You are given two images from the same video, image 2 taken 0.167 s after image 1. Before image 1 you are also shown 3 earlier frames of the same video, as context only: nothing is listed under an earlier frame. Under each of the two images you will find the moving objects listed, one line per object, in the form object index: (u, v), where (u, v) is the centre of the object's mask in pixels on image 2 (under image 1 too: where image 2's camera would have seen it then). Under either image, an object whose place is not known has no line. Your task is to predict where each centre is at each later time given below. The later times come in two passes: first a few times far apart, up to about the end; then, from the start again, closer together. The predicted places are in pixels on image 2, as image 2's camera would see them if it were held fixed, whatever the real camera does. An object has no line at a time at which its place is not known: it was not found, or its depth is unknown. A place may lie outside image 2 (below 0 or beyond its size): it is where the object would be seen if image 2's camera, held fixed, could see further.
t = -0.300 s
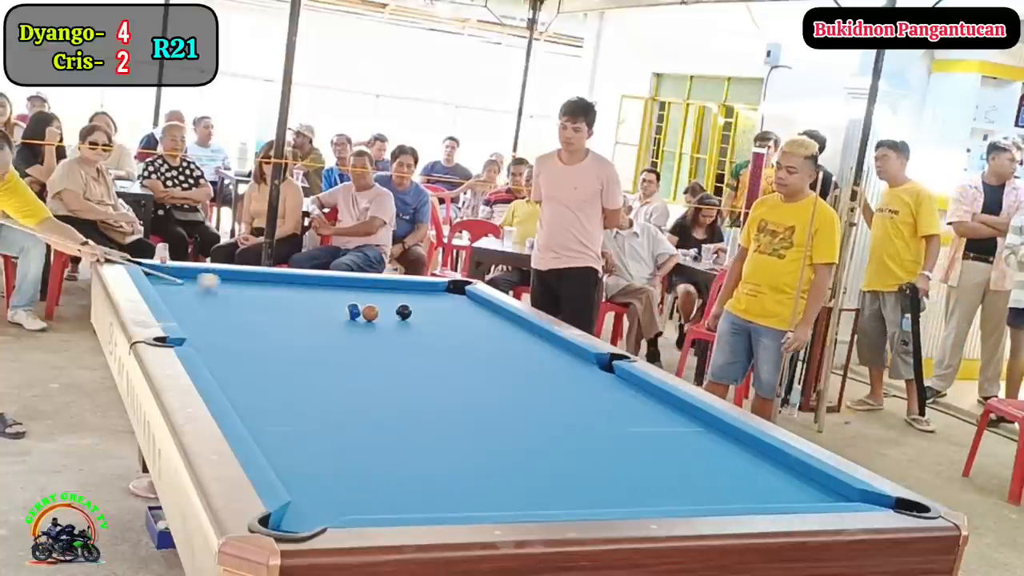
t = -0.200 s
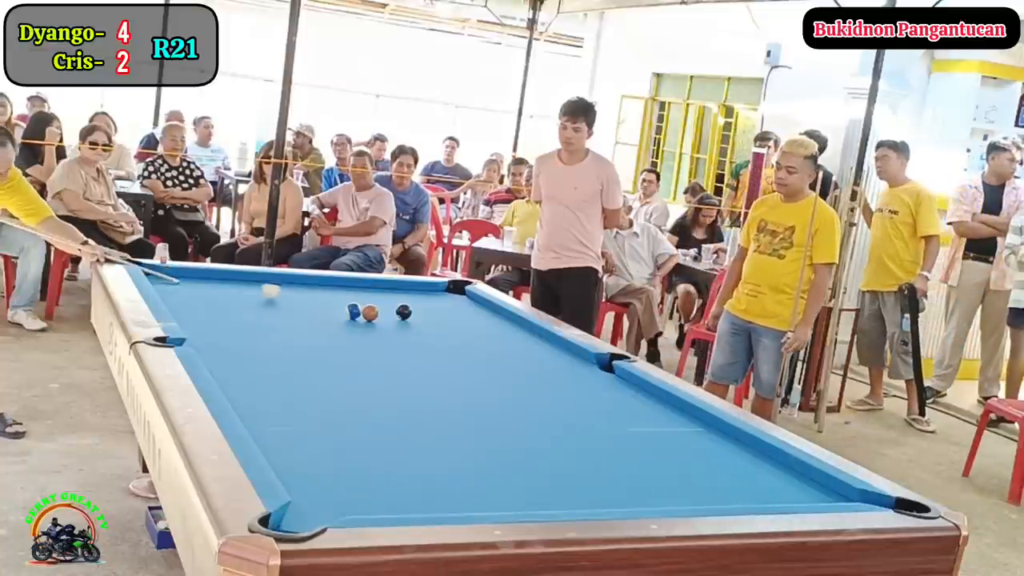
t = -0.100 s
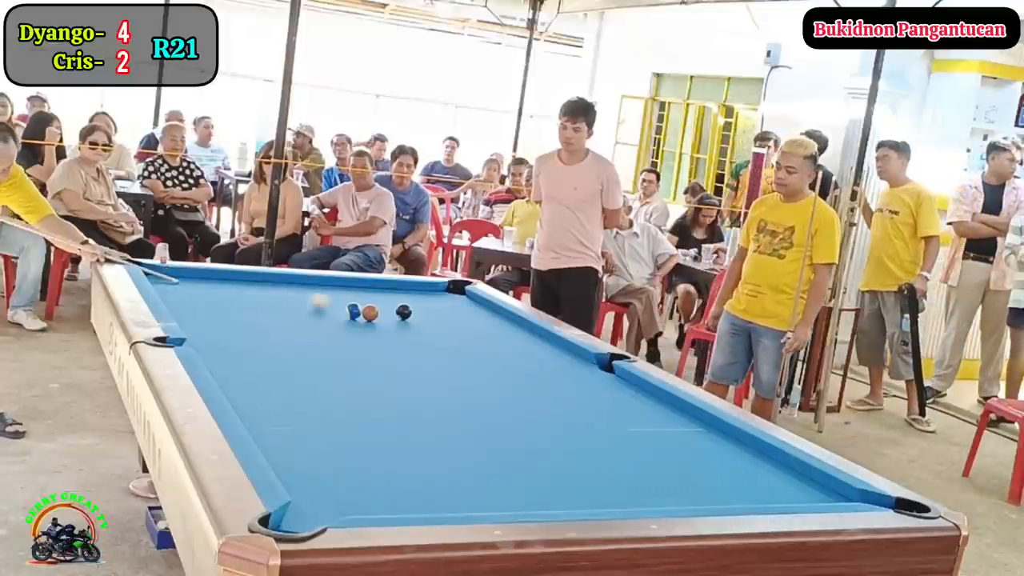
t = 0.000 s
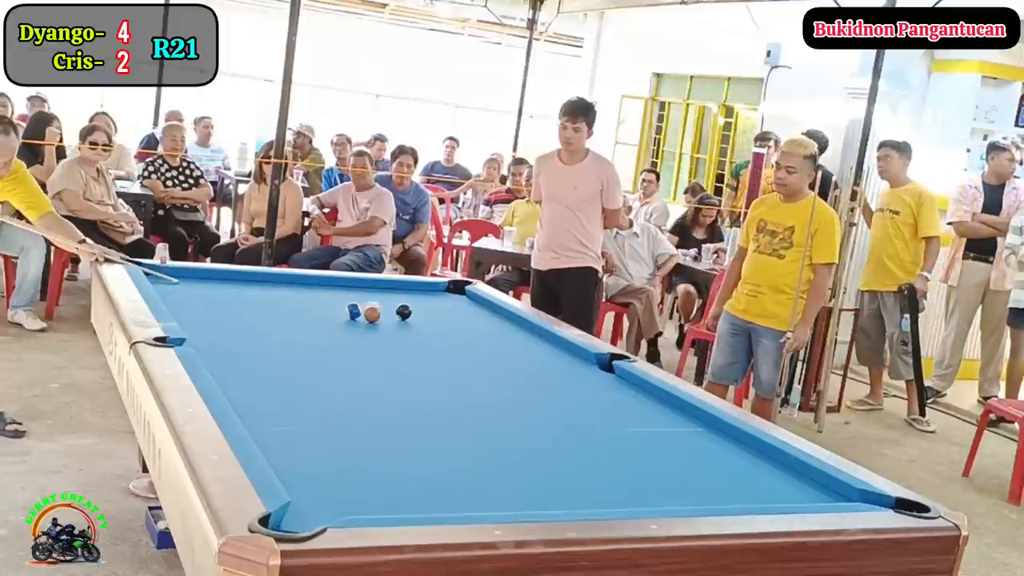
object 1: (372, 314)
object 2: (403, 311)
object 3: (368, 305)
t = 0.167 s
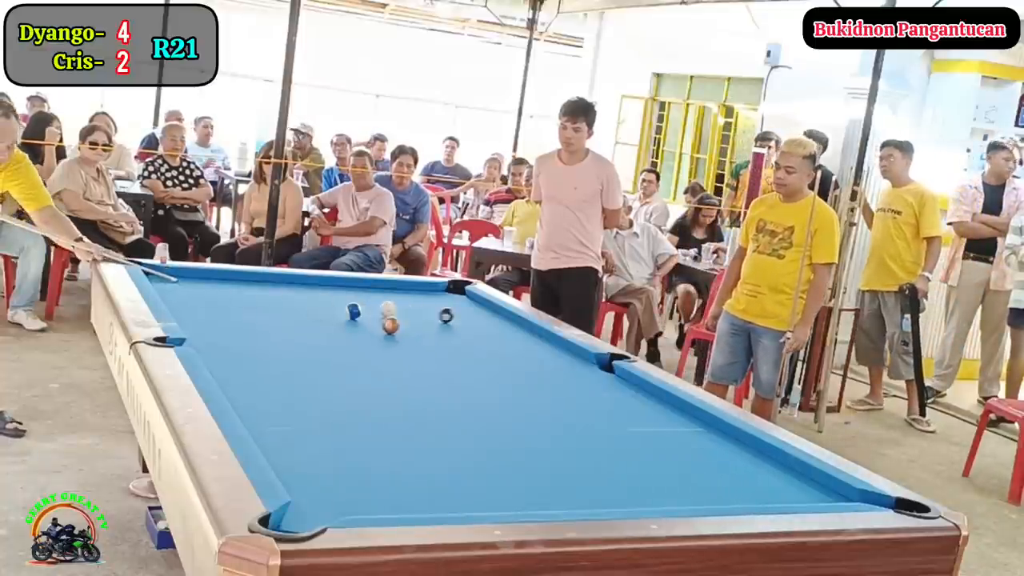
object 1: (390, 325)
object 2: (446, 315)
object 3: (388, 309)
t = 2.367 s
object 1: (685, 498)
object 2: (308, 325)
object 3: (378, 295)
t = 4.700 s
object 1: (581, 412)
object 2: (228, 330)
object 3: (372, 293)
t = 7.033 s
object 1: (541, 384)
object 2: (240, 328)
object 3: (372, 293)
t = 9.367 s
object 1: (538, 383)
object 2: (240, 328)
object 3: (372, 293)
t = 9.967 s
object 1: (538, 382)
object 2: (240, 328)
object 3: (372, 293)
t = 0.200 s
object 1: (394, 327)
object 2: (455, 316)
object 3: (388, 309)
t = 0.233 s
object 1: (397, 329)
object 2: (464, 317)
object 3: (388, 308)
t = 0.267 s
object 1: (400, 331)
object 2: (473, 317)
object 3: (388, 308)
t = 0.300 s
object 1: (404, 333)
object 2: (481, 318)
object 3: (388, 308)
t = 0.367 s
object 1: (411, 337)
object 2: (498, 318)
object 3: (387, 307)
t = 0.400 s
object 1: (414, 339)
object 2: (505, 319)
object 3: (387, 307)
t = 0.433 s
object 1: (418, 341)
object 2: (514, 321)
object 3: (387, 307)
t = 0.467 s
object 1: (421, 344)
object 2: (517, 321)
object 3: (387, 306)
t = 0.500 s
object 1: (425, 346)
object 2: (513, 321)
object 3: (387, 306)
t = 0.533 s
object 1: (429, 348)
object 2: (508, 320)
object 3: (387, 306)
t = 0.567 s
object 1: (431, 349)
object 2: (506, 320)
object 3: (387, 306)
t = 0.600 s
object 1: (434, 351)
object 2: (502, 321)
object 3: (387, 305)
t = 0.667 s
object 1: (441, 356)
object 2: (495, 321)
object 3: (387, 305)
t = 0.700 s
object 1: (445, 359)
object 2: (491, 321)
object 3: (387, 305)
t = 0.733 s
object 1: (450, 361)
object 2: (487, 321)
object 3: (387, 304)
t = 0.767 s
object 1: (455, 364)
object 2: (482, 322)
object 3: (387, 304)
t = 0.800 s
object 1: (459, 367)
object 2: (478, 321)
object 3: (387, 304)
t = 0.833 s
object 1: (461, 368)
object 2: (476, 322)
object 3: (387, 304)
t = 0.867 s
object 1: (466, 370)
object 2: (472, 322)
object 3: (387, 303)
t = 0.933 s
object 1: (474, 376)
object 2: (465, 322)
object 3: (386, 303)
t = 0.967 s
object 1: (478, 378)
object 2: (461, 322)
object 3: (386, 303)
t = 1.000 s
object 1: (482, 380)
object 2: (457, 322)
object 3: (386, 302)
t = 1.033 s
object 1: (487, 383)
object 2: (453, 322)
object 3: (386, 302)
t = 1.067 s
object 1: (493, 387)
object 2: (448, 323)
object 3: (386, 302)
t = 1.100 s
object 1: (495, 388)
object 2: (446, 323)
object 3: (386, 302)
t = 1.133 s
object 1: (499, 391)
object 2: (442, 323)
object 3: (386, 301)
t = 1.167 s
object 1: (506, 395)
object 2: (436, 323)
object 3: (385, 301)
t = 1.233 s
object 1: (513, 399)
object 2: (431, 323)
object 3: (385, 301)
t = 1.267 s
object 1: (517, 402)
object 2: (427, 323)
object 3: (385, 301)
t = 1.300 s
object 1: (522, 405)
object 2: (423, 323)
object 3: (385, 300)
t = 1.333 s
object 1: (527, 408)
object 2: (419, 323)
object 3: (385, 300)
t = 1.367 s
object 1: (534, 412)
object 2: (414, 323)
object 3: (385, 300)
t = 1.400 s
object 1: (536, 413)
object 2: (412, 323)
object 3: (384, 300)
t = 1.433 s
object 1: (541, 416)
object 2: (408, 323)
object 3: (384, 300)
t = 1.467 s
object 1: (546, 419)
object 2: (405, 324)
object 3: (384, 299)
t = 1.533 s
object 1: (554, 424)
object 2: (399, 323)
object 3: (384, 299)
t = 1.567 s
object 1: (561, 429)
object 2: (393, 323)
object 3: (384, 299)
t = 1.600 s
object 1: (566, 432)
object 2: (390, 323)
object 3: (383, 299)
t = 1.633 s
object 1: (569, 433)
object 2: (388, 323)
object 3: (383, 299)
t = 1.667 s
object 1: (577, 438)
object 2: (383, 324)
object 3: (383, 298)
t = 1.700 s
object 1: (583, 441)
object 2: (379, 324)
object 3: (383, 298)
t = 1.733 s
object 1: (588, 445)
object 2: (376, 324)
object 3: (383, 298)
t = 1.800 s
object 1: (599, 451)
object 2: (368, 324)
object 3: (382, 298)
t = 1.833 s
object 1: (605, 455)
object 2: (364, 324)
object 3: (382, 298)
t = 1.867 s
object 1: (610, 458)
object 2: (360, 324)
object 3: (382, 297)
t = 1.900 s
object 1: (616, 462)
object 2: (357, 324)
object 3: (382, 297)
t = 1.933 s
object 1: (622, 465)
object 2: (353, 324)
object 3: (381, 297)
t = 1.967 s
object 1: (628, 469)
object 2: (350, 324)
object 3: (381, 297)
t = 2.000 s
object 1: (634, 473)
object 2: (346, 324)
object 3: (381, 297)
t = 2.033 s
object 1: (637, 475)
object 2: (344, 325)
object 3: (381, 297)
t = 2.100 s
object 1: (650, 482)
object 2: (337, 325)
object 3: (380, 296)
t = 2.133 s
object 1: (656, 486)
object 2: (333, 325)
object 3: (380, 296)
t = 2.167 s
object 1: (666, 492)
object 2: (328, 325)
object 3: (379, 296)
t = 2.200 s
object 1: (669, 493)
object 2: (327, 325)
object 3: (379, 296)
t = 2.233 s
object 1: (676, 495)
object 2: (323, 325)
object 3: (379, 296)
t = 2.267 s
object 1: (683, 497)
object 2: (319, 325)
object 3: (379, 296)
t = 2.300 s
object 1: (689, 499)
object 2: (315, 325)
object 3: (379, 296)
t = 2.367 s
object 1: (685, 498)
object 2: (308, 325)
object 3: (378, 295)
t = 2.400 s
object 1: (682, 496)
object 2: (305, 326)
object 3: (378, 295)
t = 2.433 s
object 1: (678, 495)
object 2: (299, 326)
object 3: (377, 295)
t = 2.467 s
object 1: (676, 494)
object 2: (298, 325)
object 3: (377, 295)
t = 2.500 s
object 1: (674, 493)
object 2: (294, 326)
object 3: (377, 295)
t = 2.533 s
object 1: (672, 492)
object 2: (292, 326)
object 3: (377, 295)
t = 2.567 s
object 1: (669, 489)
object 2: (287, 326)
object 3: (376, 294)
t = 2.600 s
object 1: (666, 487)
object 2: (284, 326)
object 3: (376, 294)
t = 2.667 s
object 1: (661, 483)
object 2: (277, 326)
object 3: (376, 294)
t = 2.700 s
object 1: (659, 482)
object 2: (274, 326)
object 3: (375, 294)
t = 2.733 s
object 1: (656, 480)
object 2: (270, 326)
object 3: (375, 294)
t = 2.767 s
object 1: (654, 478)
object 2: (266, 326)
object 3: (375, 294)
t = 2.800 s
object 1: (652, 476)
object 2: (263, 326)
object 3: (375, 294)
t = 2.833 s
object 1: (651, 475)
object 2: (261, 326)
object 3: (375, 294)
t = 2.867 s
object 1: (648, 473)
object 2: (256, 326)
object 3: (374, 294)
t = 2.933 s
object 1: (646, 470)
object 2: (251, 327)
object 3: (374, 294)
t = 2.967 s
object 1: (642, 468)
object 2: (246, 327)
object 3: (374, 293)
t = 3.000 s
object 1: (641, 466)
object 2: (243, 327)
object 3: (374, 293)
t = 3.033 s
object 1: (639, 465)
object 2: (239, 327)
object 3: (373, 293)
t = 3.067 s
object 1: (637, 463)
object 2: (236, 327)
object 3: (373, 293)
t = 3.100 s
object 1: (635, 462)
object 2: (233, 327)
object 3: (373, 293)
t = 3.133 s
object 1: (634, 461)
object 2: (231, 327)
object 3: (373, 293)
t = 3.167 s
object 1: (633, 460)
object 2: (228, 327)
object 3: (373, 293)
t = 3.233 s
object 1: (629, 456)
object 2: (220, 327)
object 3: (373, 293)
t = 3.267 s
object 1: (627, 455)
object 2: (217, 327)
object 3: (372, 293)
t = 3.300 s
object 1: (625, 453)
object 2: (213, 327)
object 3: (372, 293)
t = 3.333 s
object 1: (624, 452)
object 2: (210, 327)
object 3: (372, 293)
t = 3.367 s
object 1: (622, 451)
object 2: (207, 327)
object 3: (372, 293)
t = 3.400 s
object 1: (621, 449)
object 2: (204, 327)
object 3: (372, 293)
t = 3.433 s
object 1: (620, 449)
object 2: (202, 327)
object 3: (372, 293)
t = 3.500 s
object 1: (618, 446)
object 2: (196, 327)
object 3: (372, 293)
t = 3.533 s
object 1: (617, 445)
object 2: (195, 328)
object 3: (372, 293)
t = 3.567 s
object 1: (615, 444)
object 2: (190, 327)
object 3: (372, 293)
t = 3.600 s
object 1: (614, 443)
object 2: (188, 327)
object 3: (372, 293)
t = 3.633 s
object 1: (613, 442)
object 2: (187, 326)
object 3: (372, 293)
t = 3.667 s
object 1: (611, 440)
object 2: (189, 327)
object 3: (372, 293)
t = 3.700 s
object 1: (610, 439)
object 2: (190, 328)
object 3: (372, 293)
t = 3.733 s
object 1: (609, 438)
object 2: (192, 328)
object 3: (372, 293)
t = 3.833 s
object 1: (605, 435)
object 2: (197, 328)
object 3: (372, 293)
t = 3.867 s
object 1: (604, 434)
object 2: (198, 328)
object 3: (372, 293)
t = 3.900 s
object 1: (603, 433)
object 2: (200, 329)
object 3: (372, 293)
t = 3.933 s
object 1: (601, 431)
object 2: (201, 329)
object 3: (372, 293)
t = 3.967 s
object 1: (600, 431)
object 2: (203, 328)
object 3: (372, 293)
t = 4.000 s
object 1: (599, 430)
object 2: (204, 328)
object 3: (372, 293)
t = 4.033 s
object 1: (598, 428)
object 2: (206, 329)
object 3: (372, 293)
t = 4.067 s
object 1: (597, 428)
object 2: (207, 329)
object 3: (372, 293)
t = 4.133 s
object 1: (596, 426)
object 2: (209, 329)
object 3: (372, 293)
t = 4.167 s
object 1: (595, 425)
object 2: (211, 329)
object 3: (372, 293)
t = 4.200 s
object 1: (594, 424)
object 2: (213, 329)
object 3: (372, 293)
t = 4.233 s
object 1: (593, 423)
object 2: (214, 329)
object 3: (372, 293)
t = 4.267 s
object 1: (592, 423)
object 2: (214, 329)
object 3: (372, 293)
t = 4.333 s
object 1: (590, 420)
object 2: (217, 329)
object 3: (372, 293)
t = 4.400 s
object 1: (589, 419)
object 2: (219, 329)
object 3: (372, 293)
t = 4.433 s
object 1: (587, 418)
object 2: (221, 329)
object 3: (372, 293)
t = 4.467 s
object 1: (587, 418)
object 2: (222, 329)
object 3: (372, 293)
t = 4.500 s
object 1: (586, 417)
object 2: (222, 329)
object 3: (372, 293)
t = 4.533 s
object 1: (585, 416)
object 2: (224, 329)
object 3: (372, 293)
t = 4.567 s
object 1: (585, 415)
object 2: (225, 329)
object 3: (372, 293)
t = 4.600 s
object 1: (584, 415)
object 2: (225, 329)
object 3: (372, 293)
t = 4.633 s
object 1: (583, 414)
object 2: (226, 330)
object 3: (372, 293)
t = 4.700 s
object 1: (581, 412)
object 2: (228, 330)
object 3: (372, 293)
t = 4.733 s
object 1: (581, 412)
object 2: (229, 330)
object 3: (372, 293)
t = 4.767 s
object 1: (580, 411)
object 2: (229, 330)
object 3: (372, 293)
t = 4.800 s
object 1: (579, 410)
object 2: (231, 329)
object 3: (372, 293)
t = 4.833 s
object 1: (578, 410)
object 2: (231, 330)
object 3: (372, 293)
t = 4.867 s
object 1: (578, 409)
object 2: (232, 330)
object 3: (372, 293)
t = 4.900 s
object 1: (577, 408)
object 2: (232, 330)
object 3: (372, 293)
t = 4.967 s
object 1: (575, 407)
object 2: (234, 329)
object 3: (372, 293)
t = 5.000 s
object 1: (574, 406)
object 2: (234, 329)
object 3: (372, 293)
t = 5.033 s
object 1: (574, 406)
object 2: (235, 329)
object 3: (372, 293)
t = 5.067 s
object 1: (573, 405)
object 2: (235, 329)
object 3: (372, 293)
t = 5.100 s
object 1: (573, 404)
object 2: (235, 329)
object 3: (372, 293)
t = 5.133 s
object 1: (572, 404)
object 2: (236, 329)
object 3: (372, 293)
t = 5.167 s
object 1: (571, 403)
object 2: (236, 329)
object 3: (372, 293)
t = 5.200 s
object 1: (571, 403)
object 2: (237, 329)
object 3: (372, 293)
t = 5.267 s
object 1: (569, 401)
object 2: (238, 329)
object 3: (372, 293)
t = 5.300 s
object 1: (569, 401)
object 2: (238, 329)
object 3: (372, 293)
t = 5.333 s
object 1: (568, 400)
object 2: (238, 329)
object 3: (372, 293)
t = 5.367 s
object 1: (568, 400)
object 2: (238, 329)
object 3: (372, 293)
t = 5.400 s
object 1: (567, 399)
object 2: (239, 329)
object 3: (372, 293)
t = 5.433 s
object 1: (566, 399)
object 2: (239, 329)
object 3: (372, 293)
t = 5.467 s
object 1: (566, 399)
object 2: (239, 329)
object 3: (372, 293)
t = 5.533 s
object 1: (565, 398)
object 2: (239, 328)
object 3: (372, 293)
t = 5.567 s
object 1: (564, 397)
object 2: (240, 328)
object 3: (372, 293)
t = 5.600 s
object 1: (563, 397)
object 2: (240, 328)
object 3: (372, 293)
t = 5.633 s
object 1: (563, 396)
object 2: (240, 328)
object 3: (372, 293)
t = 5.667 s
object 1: (562, 396)
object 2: (240, 328)
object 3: (372, 293)
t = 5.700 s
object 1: (561, 396)
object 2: (240, 328)
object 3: (372, 293)
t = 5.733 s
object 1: (560, 395)
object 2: (240, 328)
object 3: (372, 293)
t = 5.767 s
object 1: (560, 395)
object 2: (240, 328)
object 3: (372, 293)
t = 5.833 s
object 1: (559, 394)
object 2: (241, 328)
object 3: (372, 293)
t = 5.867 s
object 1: (558, 393)
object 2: (241, 328)
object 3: (372, 293)
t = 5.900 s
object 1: (558, 393)
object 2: (240, 328)
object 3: (372, 293)
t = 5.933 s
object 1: (557, 393)
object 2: (241, 328)
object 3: (372, 293)
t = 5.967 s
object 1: (556, 392)
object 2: (240, 328)
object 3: (372, 293)
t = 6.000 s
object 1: (555, 392)
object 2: (240, 328)
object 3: (372, 293)
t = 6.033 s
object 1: (555, 392)
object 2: (240, 328)
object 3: (372, 293)
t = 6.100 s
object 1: (554, 391)
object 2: (240, 328)
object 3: (372, 293)
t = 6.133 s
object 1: (553, 391)
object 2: (240, 328)
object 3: (372, 293)
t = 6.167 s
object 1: (553, 390)
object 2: (240, 328)
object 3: (372, 293)
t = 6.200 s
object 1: (552, 390)
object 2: (240, 328)
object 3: (372, 293)
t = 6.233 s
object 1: (552, 390)
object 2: (240, 328)
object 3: (372, 293)
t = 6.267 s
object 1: (551, 389)
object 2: (240, 328)
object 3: (372, 293)
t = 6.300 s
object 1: (551, 389)
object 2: (240, 328)
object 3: (372, 293)
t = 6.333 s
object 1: (550, 389)
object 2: (240, 328)
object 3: (372, 293)
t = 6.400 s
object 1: (549, 388)
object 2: (240, 328)
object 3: (372, 293)
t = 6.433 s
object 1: (549, 388)
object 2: (240, 328)
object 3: (372, 292)
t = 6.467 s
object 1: (548, 388)
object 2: (240, 328)
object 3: (372, 293)
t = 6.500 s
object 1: (548, 388)
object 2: (240, 328)
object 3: (372, 293)
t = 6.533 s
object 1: (548, 387)
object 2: (240, 328)
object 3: (372, 293)
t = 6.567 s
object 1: (547, 387)
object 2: (240, 328)
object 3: (372, 293)
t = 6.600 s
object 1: (546, 387)
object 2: (240, 328)
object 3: (372, 293)
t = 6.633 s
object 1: (546, 387)
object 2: (240, 328)
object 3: (372, 293)
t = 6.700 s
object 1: (545, 386)
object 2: (240, 328)
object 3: (372, 293)
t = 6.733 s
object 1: (545, 386)
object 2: (240, 328)
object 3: (372, 293)
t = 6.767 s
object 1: (544, 386)
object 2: (240, 328)
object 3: (372, 293)
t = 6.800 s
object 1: (543, 386)
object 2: (240, 328)
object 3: (372, 293)
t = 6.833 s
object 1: (543, 385)
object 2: (240, 328)
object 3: (372, 293)
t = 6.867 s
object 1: (543, 385)
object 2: (240, 328)
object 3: (372, 293)
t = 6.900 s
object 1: (542, 385)
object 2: (240, 328)
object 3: (372, 293)
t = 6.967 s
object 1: (541, 385)
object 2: (240, 328)
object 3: (372, 293)
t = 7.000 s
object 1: (541, 384)
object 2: (240, 328)
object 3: (372, 293)
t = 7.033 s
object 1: (541, 384)
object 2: (240, 328)
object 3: (372, 293)
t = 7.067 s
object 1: (540, 384)
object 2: (240, 328)
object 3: (372, 293)
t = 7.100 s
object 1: (540, 384)
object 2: (240, 328)
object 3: (372, 293)
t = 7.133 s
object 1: (540, 384)
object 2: (240, 328)
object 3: (372, 293)
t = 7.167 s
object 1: (539, 384)
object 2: (240, 328)
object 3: (372, 293)
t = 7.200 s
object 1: (539, 384)
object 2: (240, 328)
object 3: (372, 293)
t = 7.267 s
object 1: (539, 383)
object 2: (240, 328)
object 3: (372, 293)
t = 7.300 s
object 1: (539, 383)
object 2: (240, 328)
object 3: (372, 293)
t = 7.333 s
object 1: (539, 383)
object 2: (240, 328)
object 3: (372, 293)
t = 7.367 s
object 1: (539, 383)
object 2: (240, 328)
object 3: (372, 293)
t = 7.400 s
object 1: (538, 383)
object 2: (240, 328)
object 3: (372, 293)
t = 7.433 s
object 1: (538, 383)
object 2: (240, 328)
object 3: (372, 293)
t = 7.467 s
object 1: (538, 383)
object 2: (240, 328)
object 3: (372, 293)
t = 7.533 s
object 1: (538, 383)
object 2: (240, 328)
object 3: (372, 293)
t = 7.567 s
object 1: (538, 383)
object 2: (240, 328)
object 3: (372, 293)
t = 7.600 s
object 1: (538, 383)
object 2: (240, 328)
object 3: (372, 293)
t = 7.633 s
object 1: (538, 383)
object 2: (240, 328)
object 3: (372, 293)
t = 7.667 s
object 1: (538, 383)
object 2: (240, 328)
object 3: (372, 293)
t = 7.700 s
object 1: (538, 383)
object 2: (240, 328)
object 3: (372, 293)
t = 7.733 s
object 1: (538, 383)
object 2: (240, 328)
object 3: (372, 293)
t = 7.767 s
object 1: (538, 383)
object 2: (240, 328)
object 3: (372, 293)
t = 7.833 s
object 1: (538, 383)
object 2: (240, 328)
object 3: (372, 293)
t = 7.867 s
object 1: (538, 383)
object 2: (240, 328)
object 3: (372, 293)
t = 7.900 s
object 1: (538, 383)
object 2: (240, 328)
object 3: (372, 293)
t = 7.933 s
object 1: (538, 383)
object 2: (240, 328)
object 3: (372, 293)
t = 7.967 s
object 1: (538, 383)
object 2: (240, 328)
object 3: (372, 293)
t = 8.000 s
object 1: (538, 383)
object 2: (240, 328)
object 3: (372, 293)
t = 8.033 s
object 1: (538, 383)
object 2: (240, 328)
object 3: (372, 293)
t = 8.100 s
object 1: (538, 383)
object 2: (240, 328)
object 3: (372, 293)
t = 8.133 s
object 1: (538, 383)
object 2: (240, 328)
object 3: (372, 293)
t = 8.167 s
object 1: (538, 383)
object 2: (240, 328)
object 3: (372, 293)
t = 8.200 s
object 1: (538, 383)
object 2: (240, 328)
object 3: (372, 293)
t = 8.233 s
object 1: (538, 383)
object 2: (240, 328)
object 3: (372, 293)
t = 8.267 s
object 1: (538, 383)
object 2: (240, 328)
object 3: (372, 293)
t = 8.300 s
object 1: (538, 383)
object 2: (240, 328)
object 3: (372, 293)
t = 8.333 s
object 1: (538, 383)
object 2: (240, 328)
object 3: (372, 293)
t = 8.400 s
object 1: (538, 382)
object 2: (240, 328)
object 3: (372, 293)
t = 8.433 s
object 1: (538, 382)
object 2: (240, 328)
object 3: (372, 293)
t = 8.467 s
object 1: (538, 382)
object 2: (240, 328)
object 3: (372, 293)
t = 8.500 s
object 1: (538, 382)
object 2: (240, 328)
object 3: (372, 293)
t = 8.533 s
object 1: (538, 382)
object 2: (240, 328)
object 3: (372, 293)
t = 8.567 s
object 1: (538, 382)
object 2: (240, 328)
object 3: (372, 293)
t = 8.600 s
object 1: (538, 382)
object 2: (240, 328)
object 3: (372, 293)
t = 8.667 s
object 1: (538, 382)
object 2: (240, 328)
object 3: (372, 293)
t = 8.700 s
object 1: (538, 382)
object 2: (240, 328)
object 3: (372, 293)
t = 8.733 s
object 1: (538, 382)
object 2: (240, 328)
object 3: (372, 293)
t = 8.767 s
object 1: (538, 382)
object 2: (240, 328)
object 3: (372, 293)
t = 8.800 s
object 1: (538, 382)
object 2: (240, 328)
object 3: (372, 293)
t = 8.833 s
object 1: (538, 382)
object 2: (240, 328)
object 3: (372, 293)
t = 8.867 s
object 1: (538, 382)
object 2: (240, 328)
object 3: (372, 293)
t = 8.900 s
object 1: (538, 382)
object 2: (240, 328)
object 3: (372, 293)
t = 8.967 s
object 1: (538, 382)
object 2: (240, 328)
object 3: (372, 293)
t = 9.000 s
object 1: (538, 382)
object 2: (240, 328)
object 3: (372, 293)
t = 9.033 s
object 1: (538, 382)
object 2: (240, 328)
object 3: (372, 293)
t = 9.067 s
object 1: (538, 382)
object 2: (240, 328)
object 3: (372, 293)
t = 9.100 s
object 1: (538, 382)
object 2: (240, 328)
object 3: (372, 293)
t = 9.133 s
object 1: (538, 382)
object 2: (240, 328)
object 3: (372, 293)
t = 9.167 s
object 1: (538, 382)
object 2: (240, 328)
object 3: (372, 293)
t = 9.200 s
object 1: (538, 383)
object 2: (240, 328)
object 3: (372, 293)
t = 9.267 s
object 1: (538, 382)
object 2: (240, 328)
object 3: (372, 293)
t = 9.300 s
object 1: (538, 382)
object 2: (240, 328)
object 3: (372, 293)
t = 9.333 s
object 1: (538, 382)
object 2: (240, 328)
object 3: (372, 293)
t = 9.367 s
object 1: (538, 383)
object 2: (240, 328)
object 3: (372, 293)
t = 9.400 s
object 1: (538, 382)
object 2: (240, 328)
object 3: (372, 293)
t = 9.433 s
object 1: (538, 382)
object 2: (240, 328)
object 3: (372, 293)
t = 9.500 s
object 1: (538, 383)
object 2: (240, 328)
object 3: (372, 293)
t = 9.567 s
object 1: (538, 383)
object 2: (240, 328)
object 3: (372, 293)
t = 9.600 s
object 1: (538, 382)
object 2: (240, 328)
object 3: (372, 293)
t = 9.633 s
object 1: (538, 383)
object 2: (240, 328)
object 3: (372, 293)
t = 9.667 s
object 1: (538, 383)
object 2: (240, 328)
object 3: (372, 293)
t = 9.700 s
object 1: (538, 383)
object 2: (240, 328)
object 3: (372, 293)
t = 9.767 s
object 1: (538, 383)
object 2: (240, 328)
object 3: (372, 293)
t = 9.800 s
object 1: (538, 383)
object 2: (240, 328)
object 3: (372, 293)
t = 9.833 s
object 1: (538, 383)
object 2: (240, 328)
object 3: (372, 293)
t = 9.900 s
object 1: (538, 383)
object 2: (240, 328)
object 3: (372, 293)
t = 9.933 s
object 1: (538, 383)
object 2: (240, 328)
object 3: (372, 293)
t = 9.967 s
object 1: (538, 382)
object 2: (240, 328)
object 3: (372, 293)
